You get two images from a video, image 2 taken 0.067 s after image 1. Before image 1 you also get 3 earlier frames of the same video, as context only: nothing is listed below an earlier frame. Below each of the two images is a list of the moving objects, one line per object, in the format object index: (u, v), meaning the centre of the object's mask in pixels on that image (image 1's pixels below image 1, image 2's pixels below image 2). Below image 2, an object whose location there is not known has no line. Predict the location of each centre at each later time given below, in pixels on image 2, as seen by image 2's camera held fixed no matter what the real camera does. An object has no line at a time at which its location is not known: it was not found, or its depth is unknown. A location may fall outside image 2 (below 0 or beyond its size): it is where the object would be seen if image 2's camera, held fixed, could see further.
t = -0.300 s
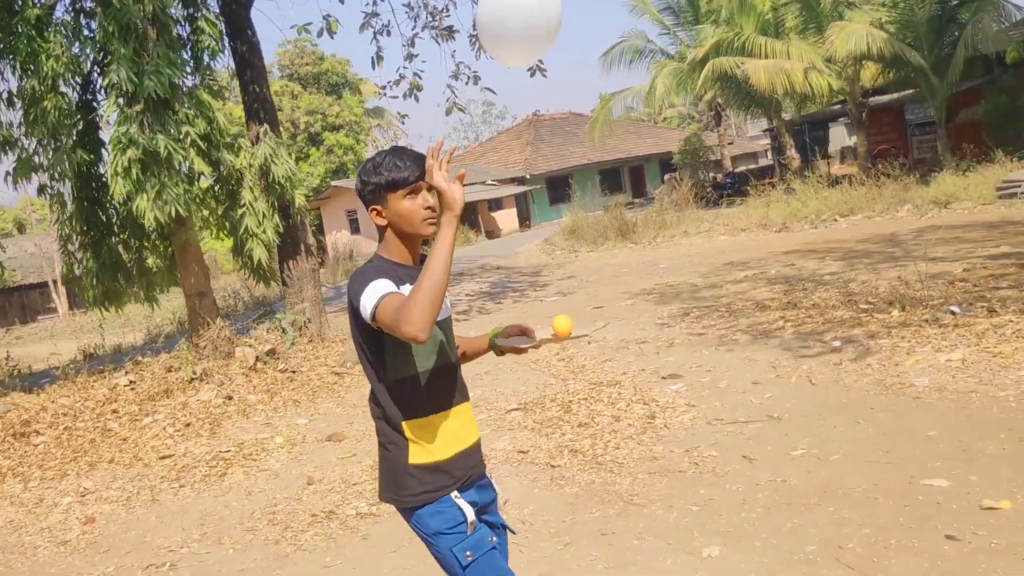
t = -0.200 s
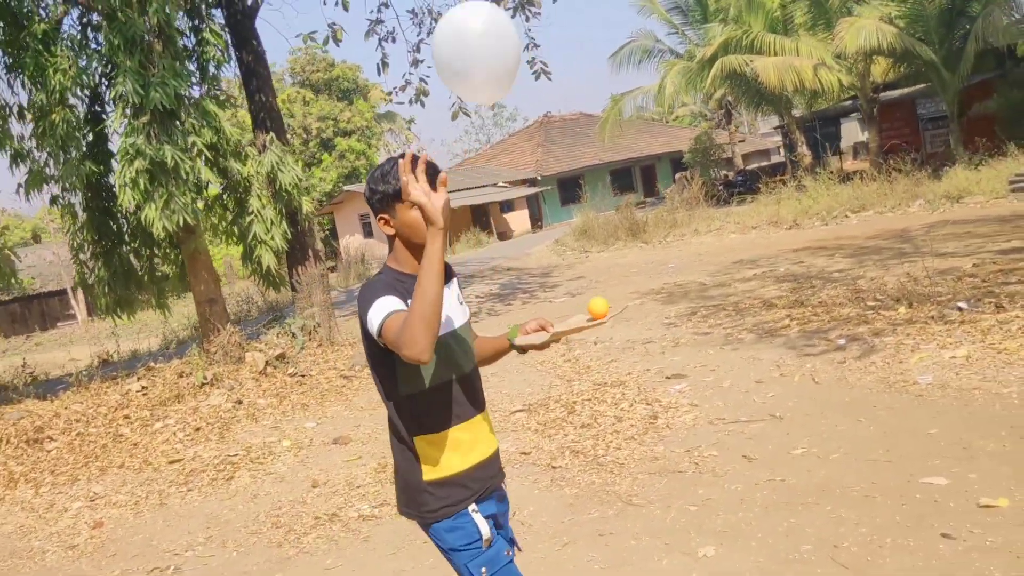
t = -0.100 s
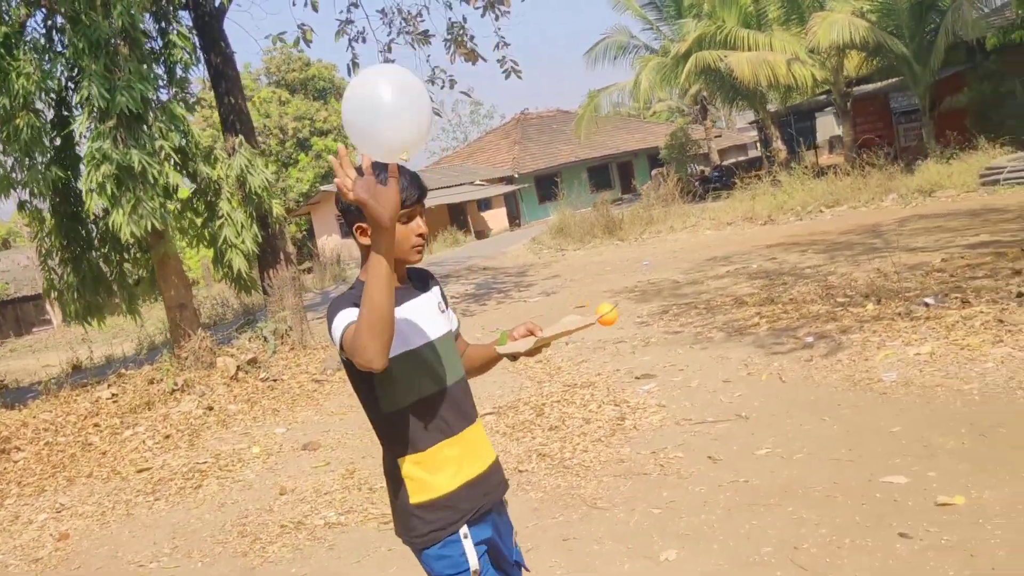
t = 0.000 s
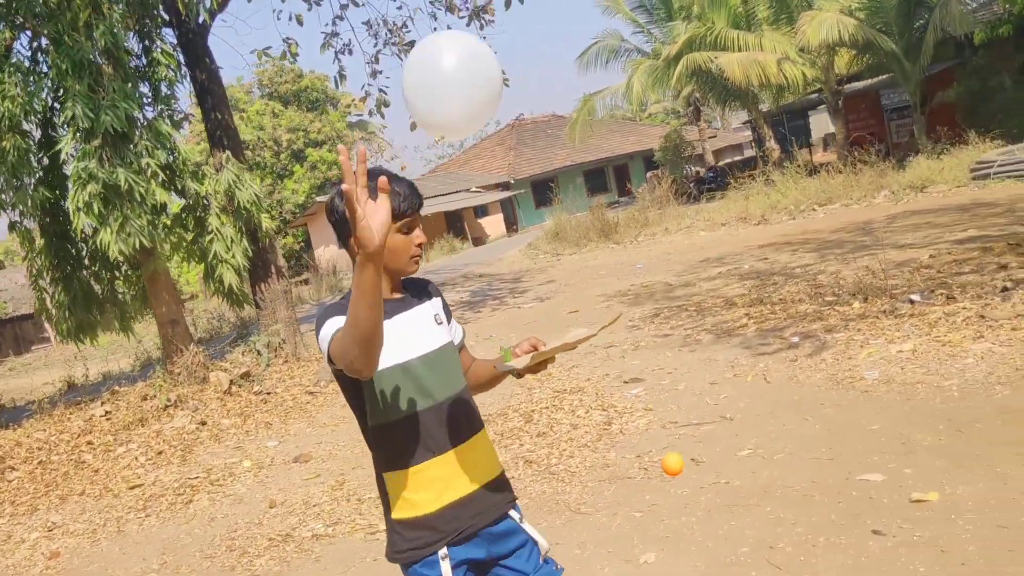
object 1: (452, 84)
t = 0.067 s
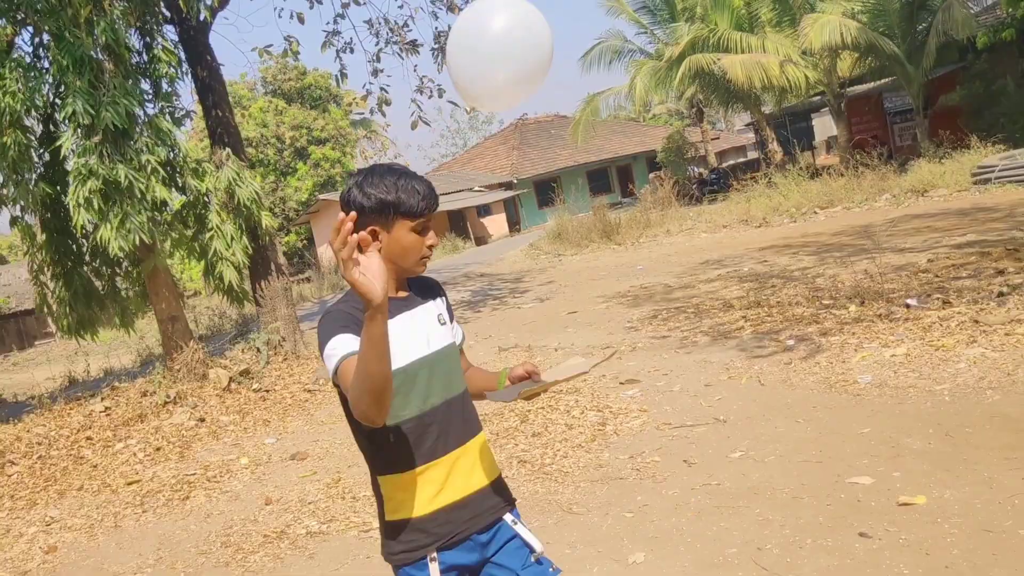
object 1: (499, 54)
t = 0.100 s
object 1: (514, 51)
